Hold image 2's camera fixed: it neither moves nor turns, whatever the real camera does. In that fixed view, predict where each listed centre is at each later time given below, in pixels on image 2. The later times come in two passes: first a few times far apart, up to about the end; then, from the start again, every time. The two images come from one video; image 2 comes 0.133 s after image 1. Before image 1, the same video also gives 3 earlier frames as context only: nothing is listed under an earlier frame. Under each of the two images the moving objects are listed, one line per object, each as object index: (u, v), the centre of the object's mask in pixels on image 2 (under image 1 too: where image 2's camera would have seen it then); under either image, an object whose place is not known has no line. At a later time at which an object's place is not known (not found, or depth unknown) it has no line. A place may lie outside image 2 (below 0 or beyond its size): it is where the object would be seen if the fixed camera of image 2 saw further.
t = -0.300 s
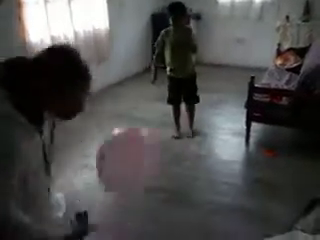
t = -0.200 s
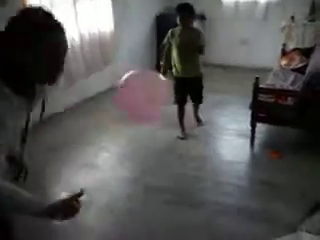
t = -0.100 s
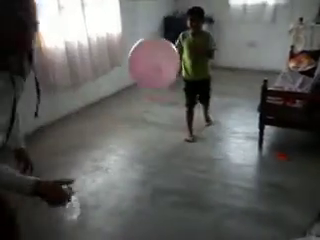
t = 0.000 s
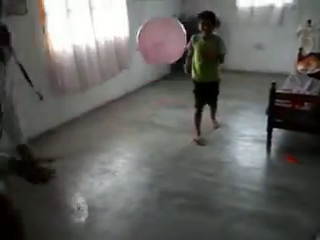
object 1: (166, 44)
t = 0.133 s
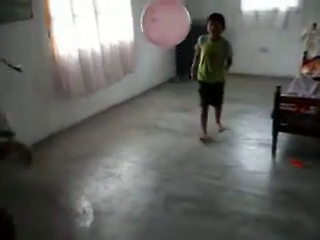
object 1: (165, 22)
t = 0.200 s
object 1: (165, 18)
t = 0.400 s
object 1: (169, 15)
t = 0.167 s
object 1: (165, 20)
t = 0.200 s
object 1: (165, 18)
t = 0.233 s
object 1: (165, 16)
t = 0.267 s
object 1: (166, 15)
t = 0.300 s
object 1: (166, 14)
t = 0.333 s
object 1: (167, 14)
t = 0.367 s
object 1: (168, 14)
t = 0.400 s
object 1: (169, 15)
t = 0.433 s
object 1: (170, 16)
